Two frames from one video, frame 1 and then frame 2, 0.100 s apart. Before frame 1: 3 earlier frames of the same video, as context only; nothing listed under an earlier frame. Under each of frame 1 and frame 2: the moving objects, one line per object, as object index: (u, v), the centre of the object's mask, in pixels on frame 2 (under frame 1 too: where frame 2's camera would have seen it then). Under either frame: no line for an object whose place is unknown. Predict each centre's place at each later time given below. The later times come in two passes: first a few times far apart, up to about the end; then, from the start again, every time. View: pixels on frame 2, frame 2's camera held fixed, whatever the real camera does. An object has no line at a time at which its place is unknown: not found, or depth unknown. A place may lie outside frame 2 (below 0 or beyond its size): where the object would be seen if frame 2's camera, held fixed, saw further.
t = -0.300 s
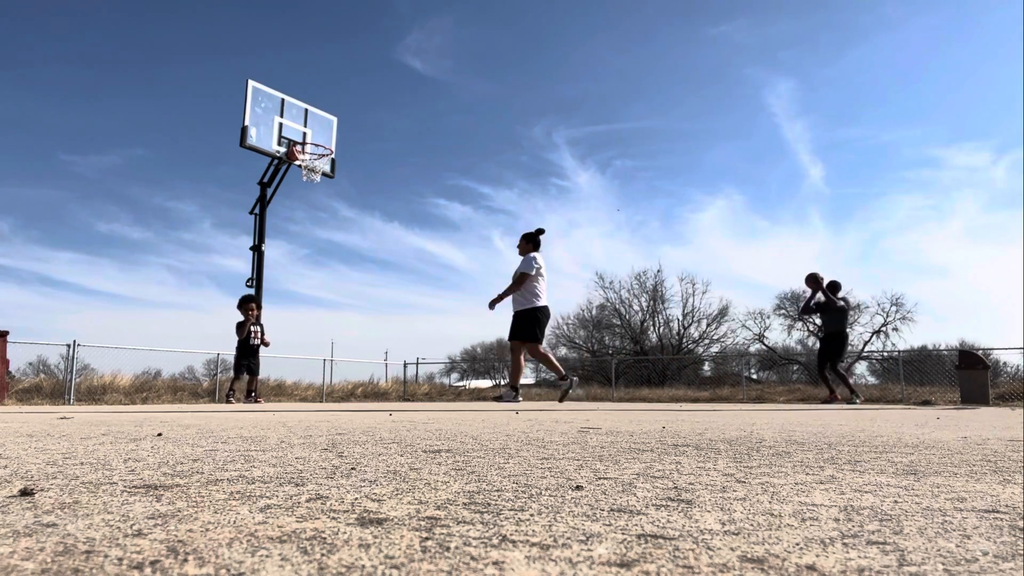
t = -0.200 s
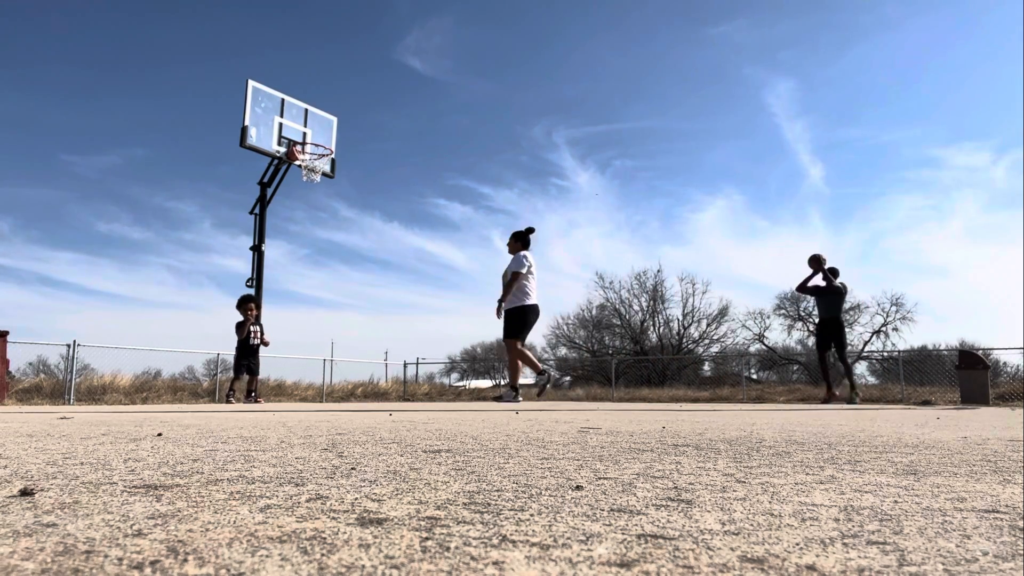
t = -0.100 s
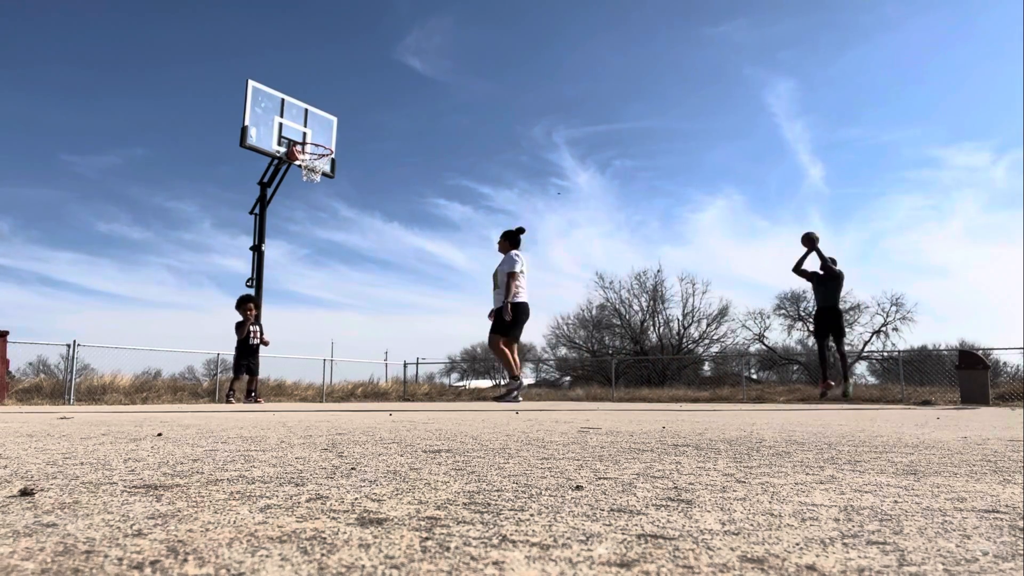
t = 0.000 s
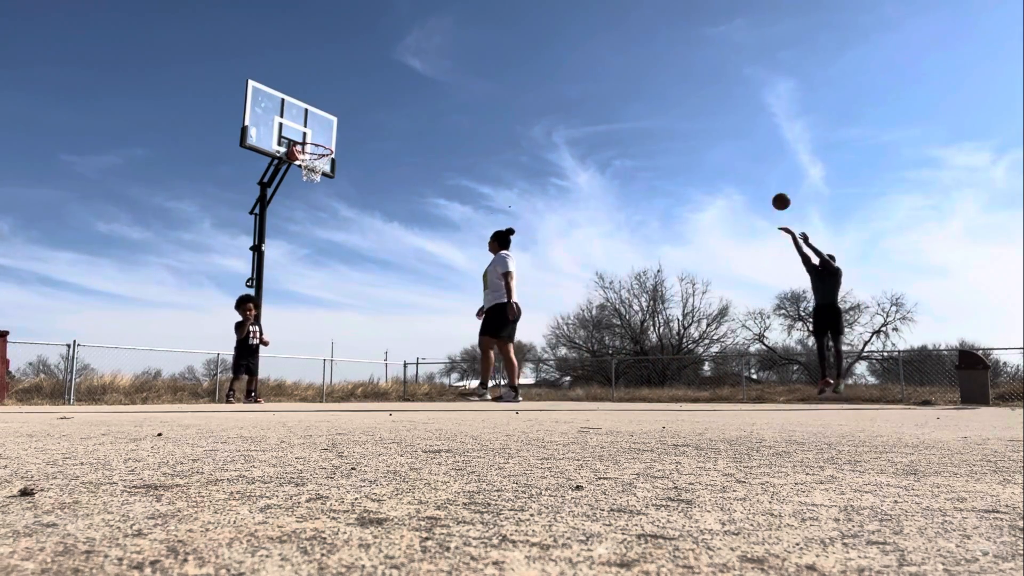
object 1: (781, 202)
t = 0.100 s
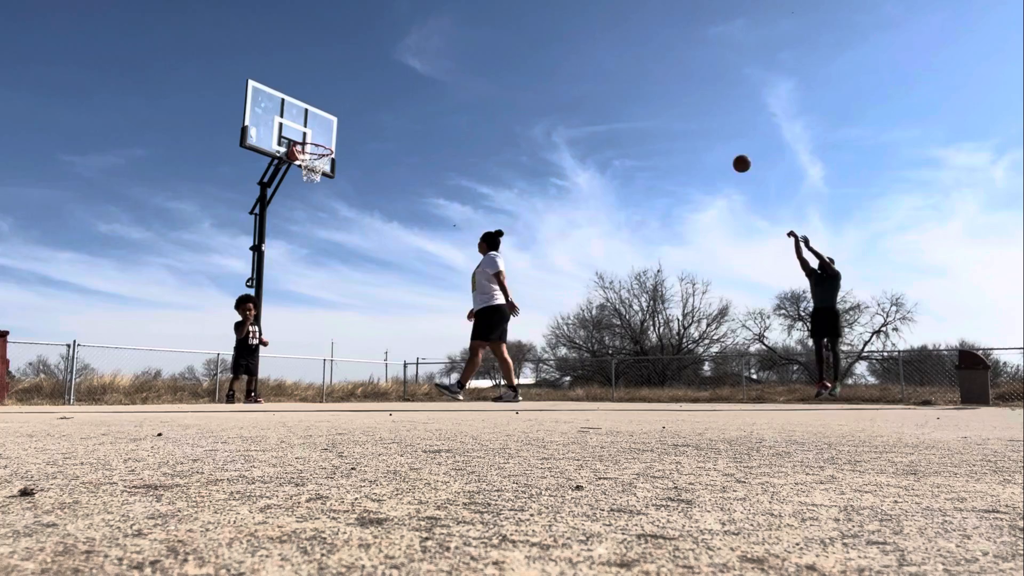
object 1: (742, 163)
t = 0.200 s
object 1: (701, 132)
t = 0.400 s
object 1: (625, 88)
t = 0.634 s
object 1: (535, 69)
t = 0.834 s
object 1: (454, 82)
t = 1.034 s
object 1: (371, 123)
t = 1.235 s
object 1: (377, 135)
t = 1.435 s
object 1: (443, 139)
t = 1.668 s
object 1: (525, 186)
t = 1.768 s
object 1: (562, 221)
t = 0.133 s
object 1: (728, 153)
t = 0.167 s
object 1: (715, 142)
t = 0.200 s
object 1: (701, 132)
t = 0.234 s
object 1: (689, 123)
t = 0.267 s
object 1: (676, 114)
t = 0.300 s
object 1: (663, 106)
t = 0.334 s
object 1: (650, 100)
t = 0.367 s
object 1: (638, 93)
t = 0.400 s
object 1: (625, 88)
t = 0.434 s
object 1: (612, 84)
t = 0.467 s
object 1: (599, 80)
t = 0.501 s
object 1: (586, 76)
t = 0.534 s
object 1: (573, 73)
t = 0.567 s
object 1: (560, 71)
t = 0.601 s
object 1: (547, 70)
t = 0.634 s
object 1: (535, 69)
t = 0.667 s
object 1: (522, 69)
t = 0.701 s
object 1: (509, 71)
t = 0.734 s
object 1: (496, 72)
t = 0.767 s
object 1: (482, 75)
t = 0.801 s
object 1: (468, 78)
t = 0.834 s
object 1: (454, 82)
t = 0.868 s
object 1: (441, 87)
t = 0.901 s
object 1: (427, 92)
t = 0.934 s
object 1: (413, 98)
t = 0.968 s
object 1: (399, 106)
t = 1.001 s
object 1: (386, 114)
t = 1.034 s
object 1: (371, 123)
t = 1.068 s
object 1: (356, 133)
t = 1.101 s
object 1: (341, 144)
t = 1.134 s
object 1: (344, 144)
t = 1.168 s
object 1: (355, 140)
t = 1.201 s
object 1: (366, 137)
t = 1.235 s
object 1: (377, 135)
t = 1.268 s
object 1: (388, 133)
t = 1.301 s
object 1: (399, 133)
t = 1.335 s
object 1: (410, 133)
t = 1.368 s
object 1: (421, 134)
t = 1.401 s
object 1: (432, 136)
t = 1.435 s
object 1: (443, 139)
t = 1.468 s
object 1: (455, 143)
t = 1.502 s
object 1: (466, 148)
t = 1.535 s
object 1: (478, 153)
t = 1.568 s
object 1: (489, 160)
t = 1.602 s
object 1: (501, 168)
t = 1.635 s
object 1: (513, 177)
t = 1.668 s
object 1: (525, 186)
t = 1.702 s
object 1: (537, 197)
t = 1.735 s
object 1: (550, 208)
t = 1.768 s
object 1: (562, 221)
